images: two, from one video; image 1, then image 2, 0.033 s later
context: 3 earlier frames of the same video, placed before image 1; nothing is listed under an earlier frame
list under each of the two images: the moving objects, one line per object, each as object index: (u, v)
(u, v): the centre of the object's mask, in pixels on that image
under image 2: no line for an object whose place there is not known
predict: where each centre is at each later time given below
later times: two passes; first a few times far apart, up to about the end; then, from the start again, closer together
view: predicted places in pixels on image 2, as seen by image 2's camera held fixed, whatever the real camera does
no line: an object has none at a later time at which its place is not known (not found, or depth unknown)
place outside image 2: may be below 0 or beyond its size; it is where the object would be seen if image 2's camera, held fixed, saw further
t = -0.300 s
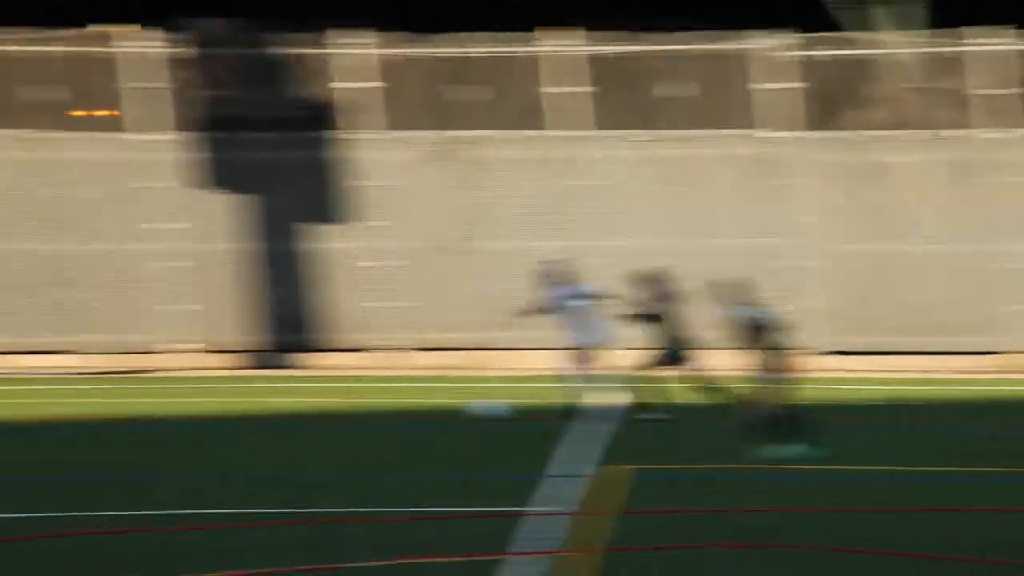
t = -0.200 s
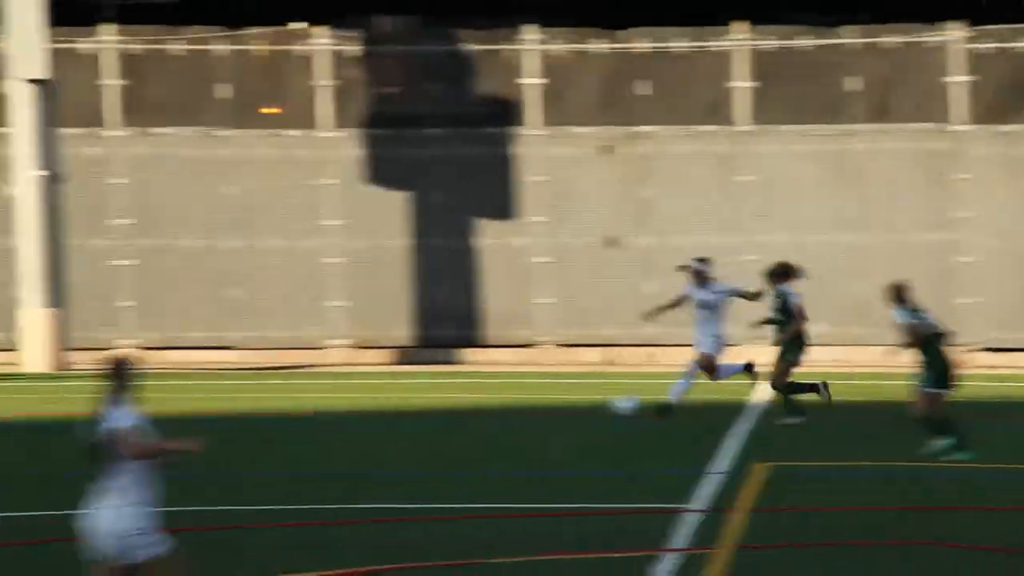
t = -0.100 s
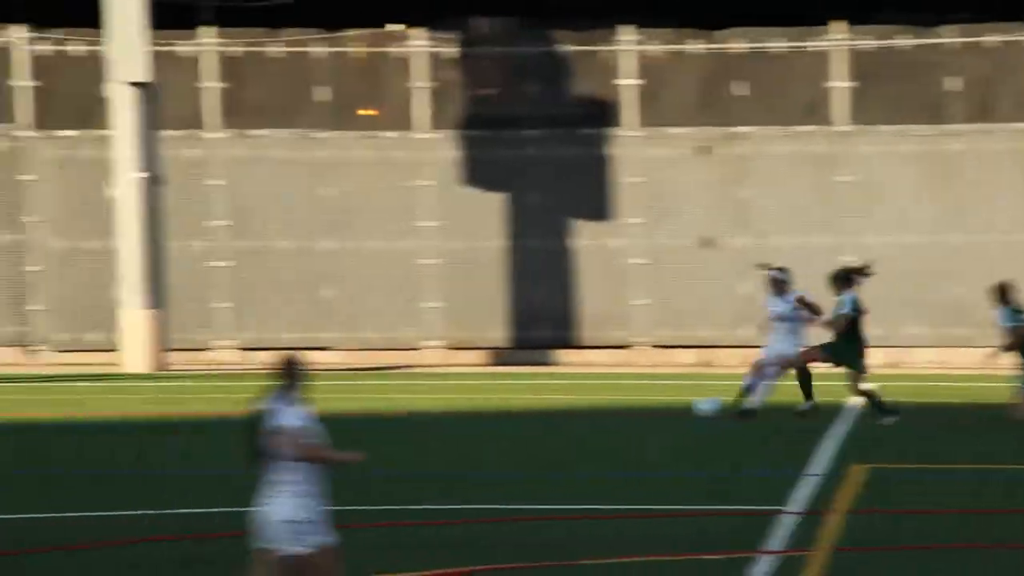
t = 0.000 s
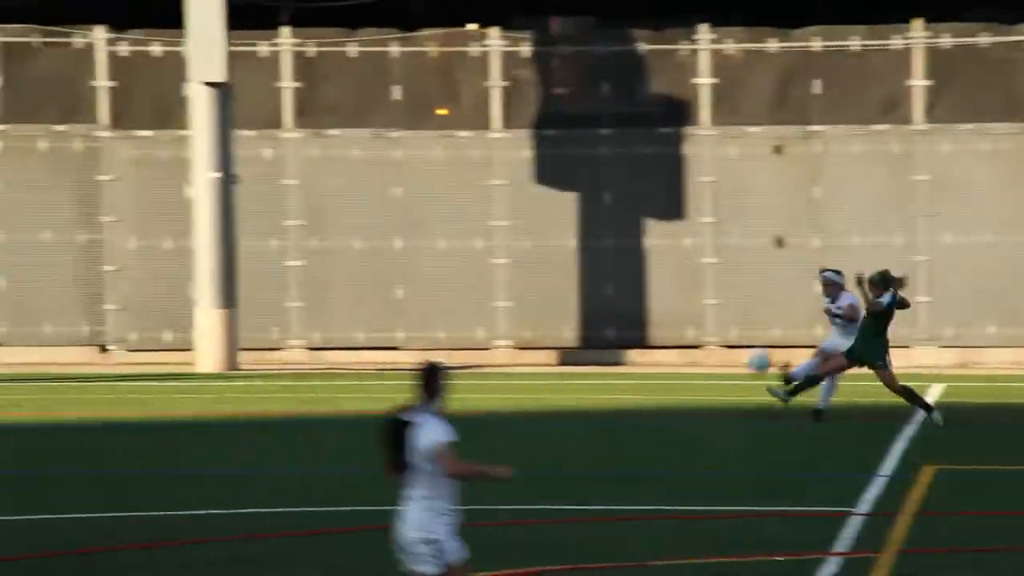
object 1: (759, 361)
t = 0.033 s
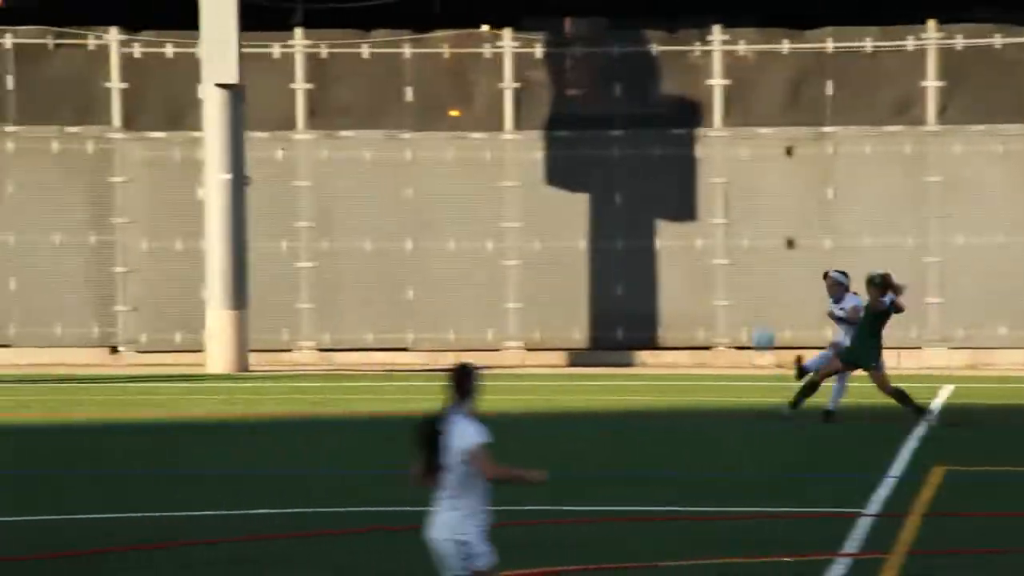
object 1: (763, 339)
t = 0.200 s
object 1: (742, 226)
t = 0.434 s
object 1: (742, 87)
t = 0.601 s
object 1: (747, 9)
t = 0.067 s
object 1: (757, 318)
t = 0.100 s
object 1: (753, 295)
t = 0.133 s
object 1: (747, 270)
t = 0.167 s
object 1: (743, 249)
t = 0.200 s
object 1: (742, 226)
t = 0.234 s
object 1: (740, 205)
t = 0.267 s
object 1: (739, 185)
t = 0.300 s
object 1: (738, 164)
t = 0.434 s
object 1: (742, 87)
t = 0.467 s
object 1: (737, 71)
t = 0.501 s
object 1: (739, 54)
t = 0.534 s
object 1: (742, 37)
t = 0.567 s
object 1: (745, 24)
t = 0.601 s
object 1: (747, 9)
